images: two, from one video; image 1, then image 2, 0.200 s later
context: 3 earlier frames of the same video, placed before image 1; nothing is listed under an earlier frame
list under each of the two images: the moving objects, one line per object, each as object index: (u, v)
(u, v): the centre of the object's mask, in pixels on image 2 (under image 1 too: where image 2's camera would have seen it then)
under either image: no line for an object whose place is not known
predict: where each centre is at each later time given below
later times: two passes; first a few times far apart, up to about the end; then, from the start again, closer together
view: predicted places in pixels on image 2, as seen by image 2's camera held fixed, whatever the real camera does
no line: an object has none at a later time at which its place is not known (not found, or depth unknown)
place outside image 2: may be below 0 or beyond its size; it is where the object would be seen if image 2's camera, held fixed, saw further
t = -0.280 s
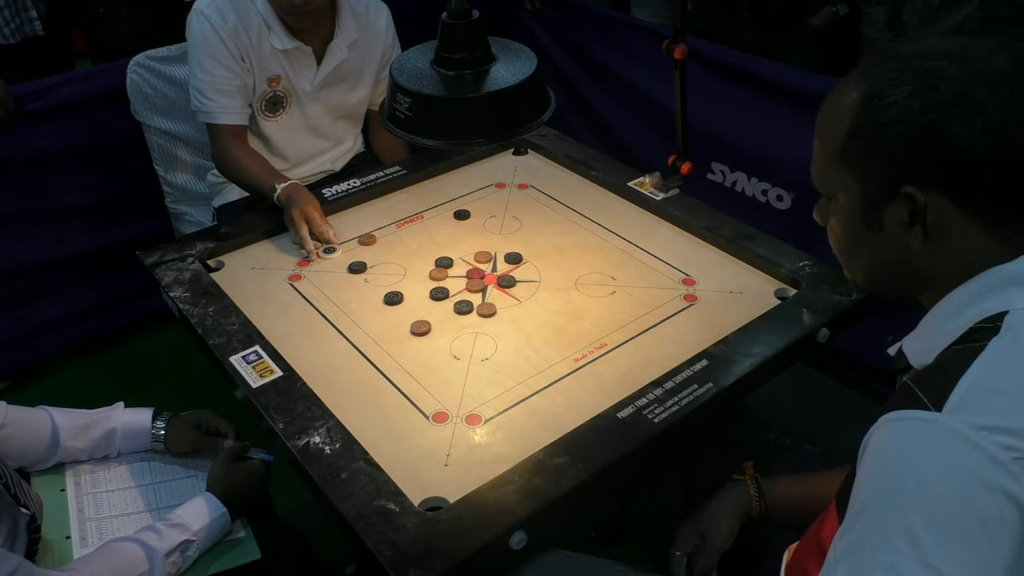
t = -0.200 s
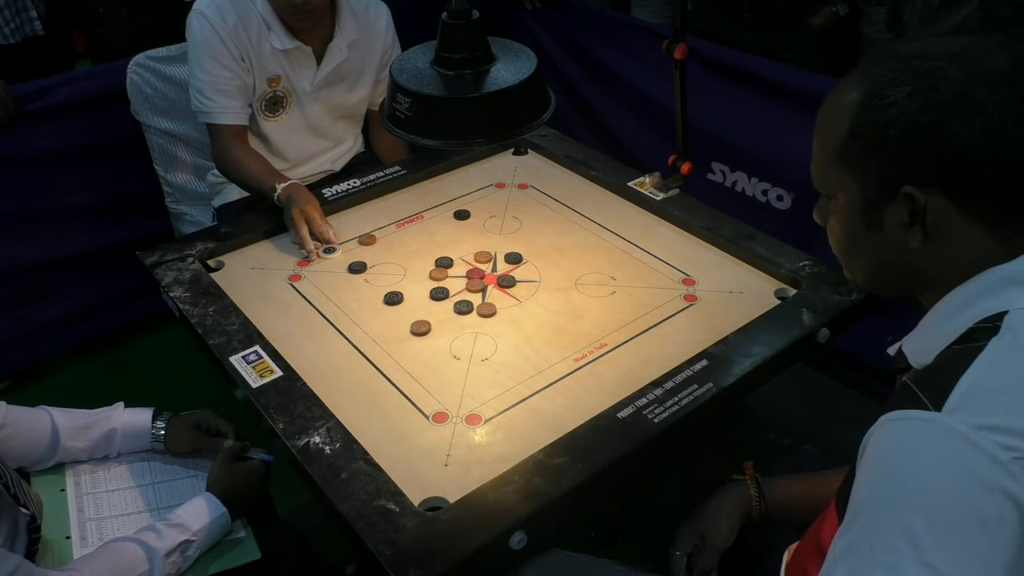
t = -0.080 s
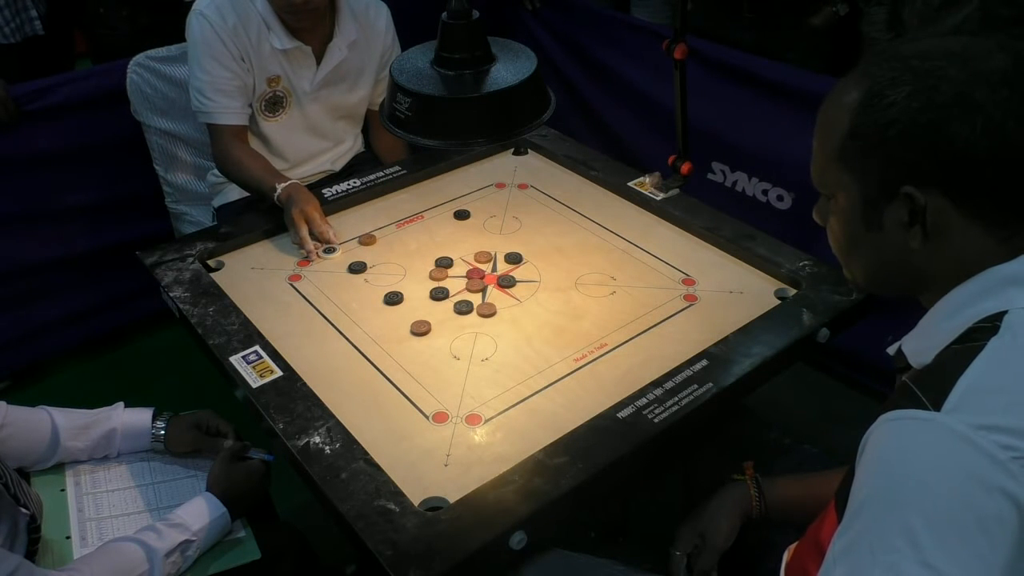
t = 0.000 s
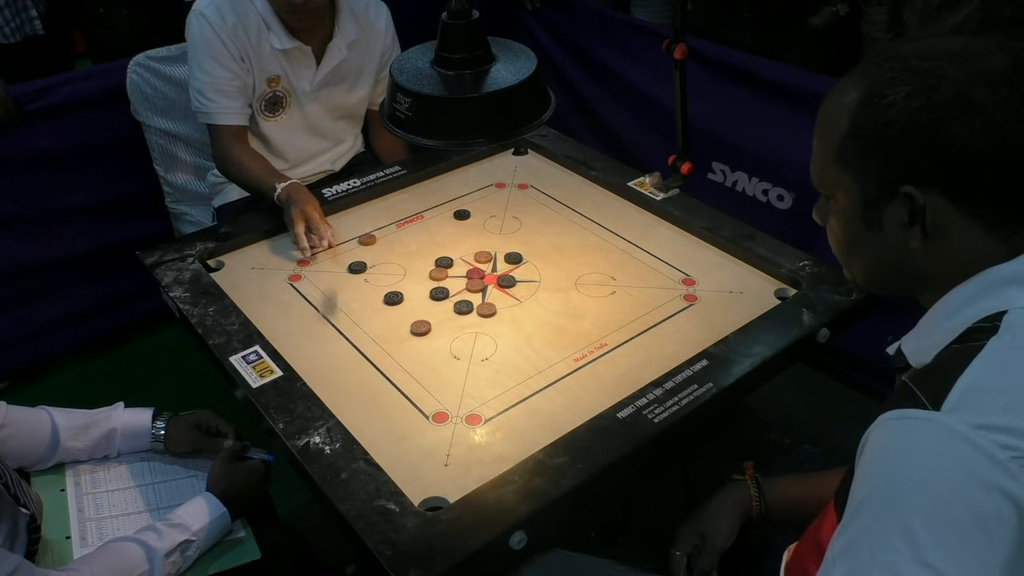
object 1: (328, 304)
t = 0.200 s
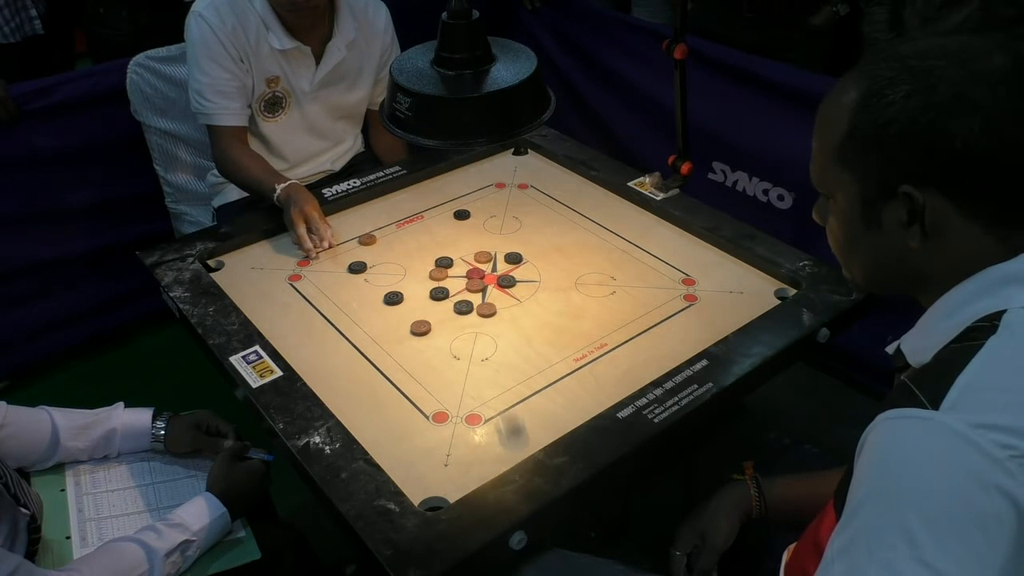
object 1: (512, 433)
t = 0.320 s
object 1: (479, 320)
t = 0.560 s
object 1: (456, 297)
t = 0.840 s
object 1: (448, 291)
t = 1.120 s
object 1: (449, 291)
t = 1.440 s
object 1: (449, 291)
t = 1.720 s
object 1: (449, 291)
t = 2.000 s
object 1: (449, 291)
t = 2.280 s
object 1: (449, 291)
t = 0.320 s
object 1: (479, 320)
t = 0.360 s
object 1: (472, 312)
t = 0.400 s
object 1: (467, 306)
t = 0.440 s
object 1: (463, 304)
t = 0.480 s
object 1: (461, 301)
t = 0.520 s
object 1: (458, 299)
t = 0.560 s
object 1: (456, 297)
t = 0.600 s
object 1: (453, 295)
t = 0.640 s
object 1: (451, 293)
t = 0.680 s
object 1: (450, 293)
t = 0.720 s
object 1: (449, 292)
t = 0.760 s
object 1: (448, 292)
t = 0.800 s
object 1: (448, 291)
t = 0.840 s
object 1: (448, 291)
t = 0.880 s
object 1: (448, 291)
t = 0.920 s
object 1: (448, 291)
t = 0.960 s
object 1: (448, 291)
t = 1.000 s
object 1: (449, 291)
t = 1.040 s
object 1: (449, 291)
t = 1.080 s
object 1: (449, 291)
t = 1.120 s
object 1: (449, 291)
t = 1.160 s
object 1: (449, 291)
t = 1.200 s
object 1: (449, 291)
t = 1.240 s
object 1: (449, 291)
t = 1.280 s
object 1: (449, 291)
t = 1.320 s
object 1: (449, 291)
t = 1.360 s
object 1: (449, 291)
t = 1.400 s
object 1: (449, 291)
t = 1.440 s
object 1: (449, 291)
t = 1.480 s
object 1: (449, 291)
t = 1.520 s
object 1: (449, 291)
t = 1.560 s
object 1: (449, 291)
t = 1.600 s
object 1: (449, 291)
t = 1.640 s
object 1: (449, 291)
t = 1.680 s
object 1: (449, 291)
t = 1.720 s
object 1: (449, 291)
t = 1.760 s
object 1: (449, 291)
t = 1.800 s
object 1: (449, 291)
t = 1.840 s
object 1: (449, 291)
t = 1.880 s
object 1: (449, 291)
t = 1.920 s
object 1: (449, 291)
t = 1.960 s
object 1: (449, 291)
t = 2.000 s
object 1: (449, 291)
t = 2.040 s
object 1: (449, 291)
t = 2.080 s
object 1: (449, 291)
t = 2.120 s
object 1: (449, 291)
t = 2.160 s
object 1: (449, 291)
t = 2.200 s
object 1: (449, 291)
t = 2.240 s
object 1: (449, 291)
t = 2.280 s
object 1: (449, 291)
